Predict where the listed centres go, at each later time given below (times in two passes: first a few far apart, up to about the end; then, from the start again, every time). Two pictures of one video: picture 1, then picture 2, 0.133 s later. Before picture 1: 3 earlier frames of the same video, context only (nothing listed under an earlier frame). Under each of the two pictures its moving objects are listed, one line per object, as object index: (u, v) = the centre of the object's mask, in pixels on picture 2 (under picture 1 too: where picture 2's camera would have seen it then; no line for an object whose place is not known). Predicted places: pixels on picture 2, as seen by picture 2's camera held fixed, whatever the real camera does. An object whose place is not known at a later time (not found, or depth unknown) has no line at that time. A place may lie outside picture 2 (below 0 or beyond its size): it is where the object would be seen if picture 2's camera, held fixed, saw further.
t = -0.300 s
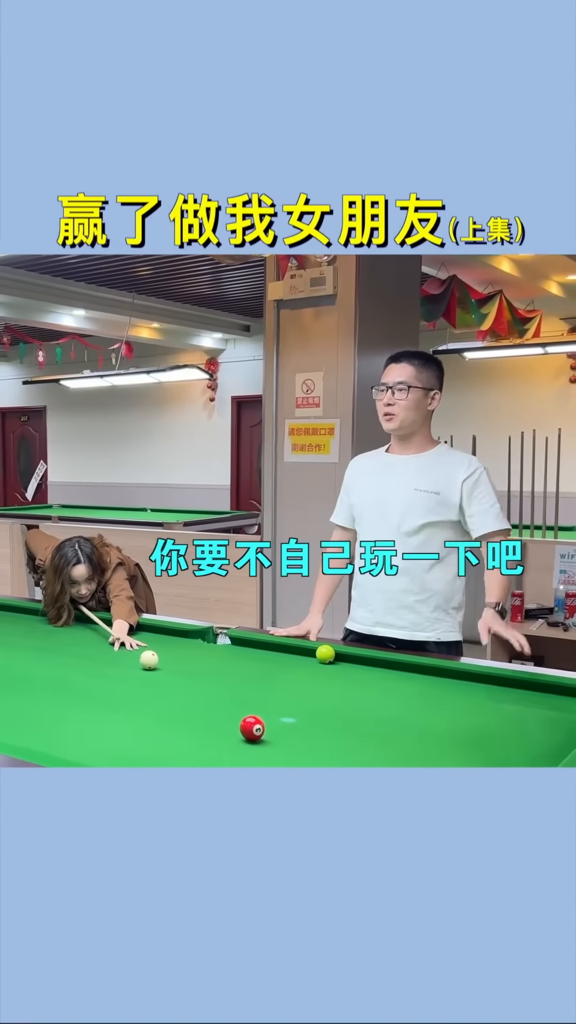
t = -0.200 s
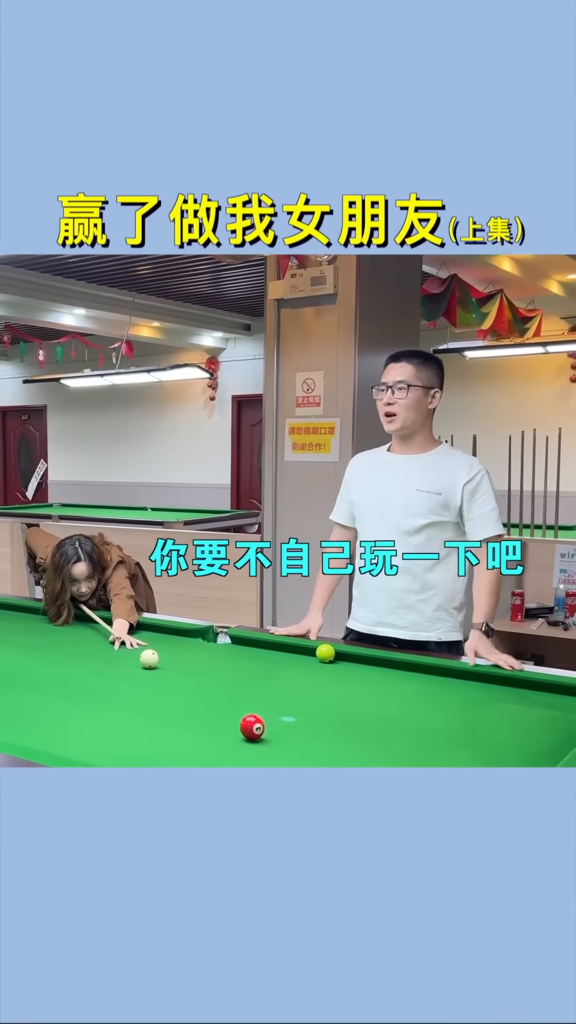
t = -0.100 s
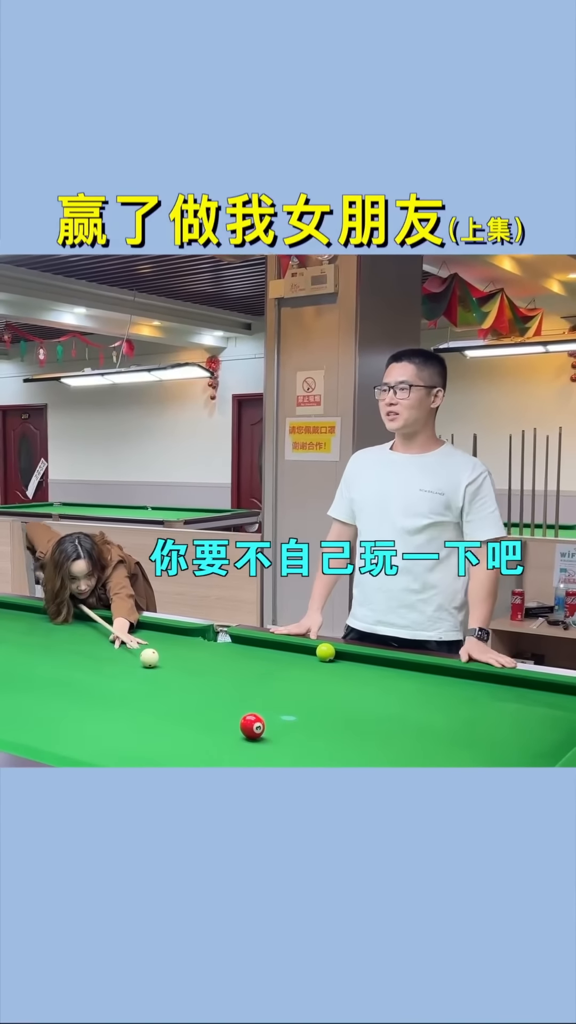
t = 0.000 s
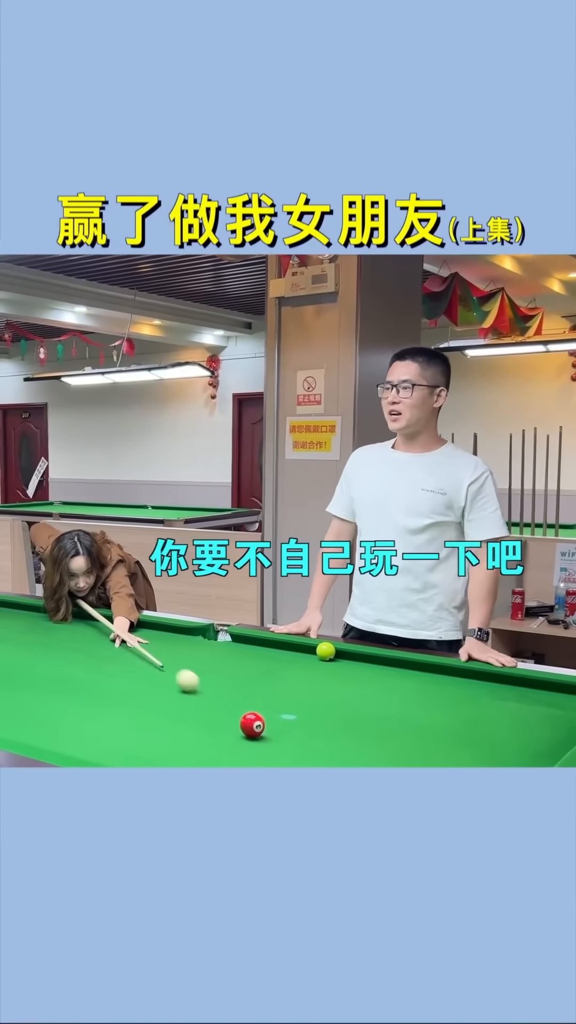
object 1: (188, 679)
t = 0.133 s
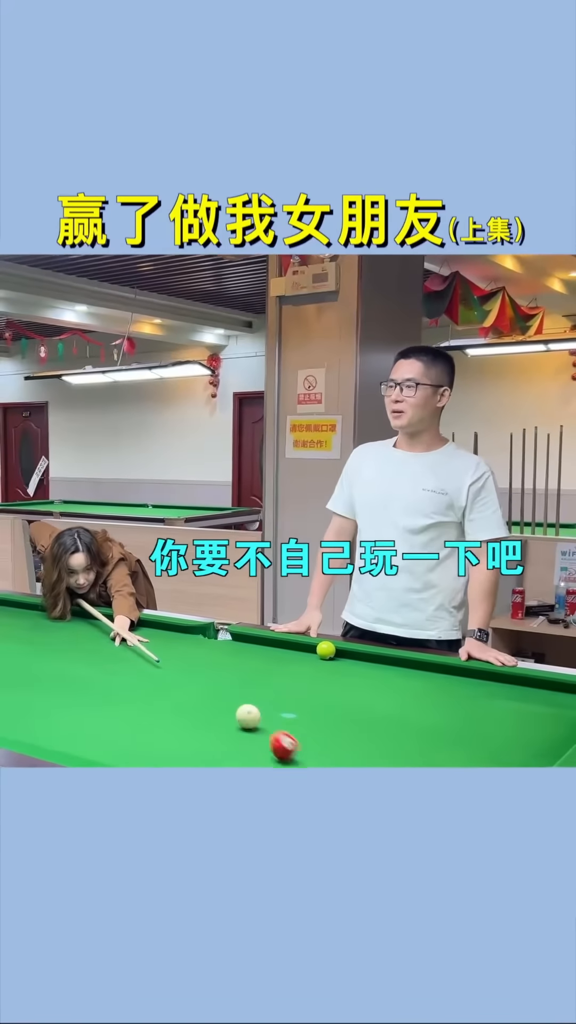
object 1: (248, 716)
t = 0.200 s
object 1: (256, 718)
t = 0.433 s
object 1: (288, 730)
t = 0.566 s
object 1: (308, 737)
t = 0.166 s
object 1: (252, 717)
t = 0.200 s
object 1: (256, 718)
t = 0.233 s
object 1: (260, 720)
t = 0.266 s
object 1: (264, 721)
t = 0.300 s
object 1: (269, 723)
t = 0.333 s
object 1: (274, 725)
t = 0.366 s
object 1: (279, 727)
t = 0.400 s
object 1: (284, 728)
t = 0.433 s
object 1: (288, 730)
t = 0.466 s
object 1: (293, 732)
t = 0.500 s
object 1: (298, 734)
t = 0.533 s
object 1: (303, 735)
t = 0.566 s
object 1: (308, 737)
